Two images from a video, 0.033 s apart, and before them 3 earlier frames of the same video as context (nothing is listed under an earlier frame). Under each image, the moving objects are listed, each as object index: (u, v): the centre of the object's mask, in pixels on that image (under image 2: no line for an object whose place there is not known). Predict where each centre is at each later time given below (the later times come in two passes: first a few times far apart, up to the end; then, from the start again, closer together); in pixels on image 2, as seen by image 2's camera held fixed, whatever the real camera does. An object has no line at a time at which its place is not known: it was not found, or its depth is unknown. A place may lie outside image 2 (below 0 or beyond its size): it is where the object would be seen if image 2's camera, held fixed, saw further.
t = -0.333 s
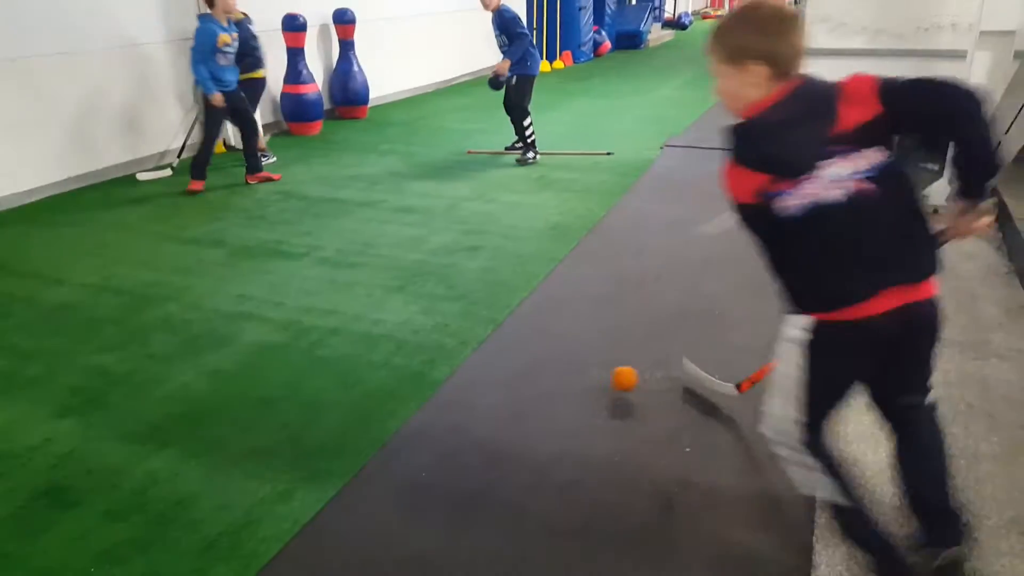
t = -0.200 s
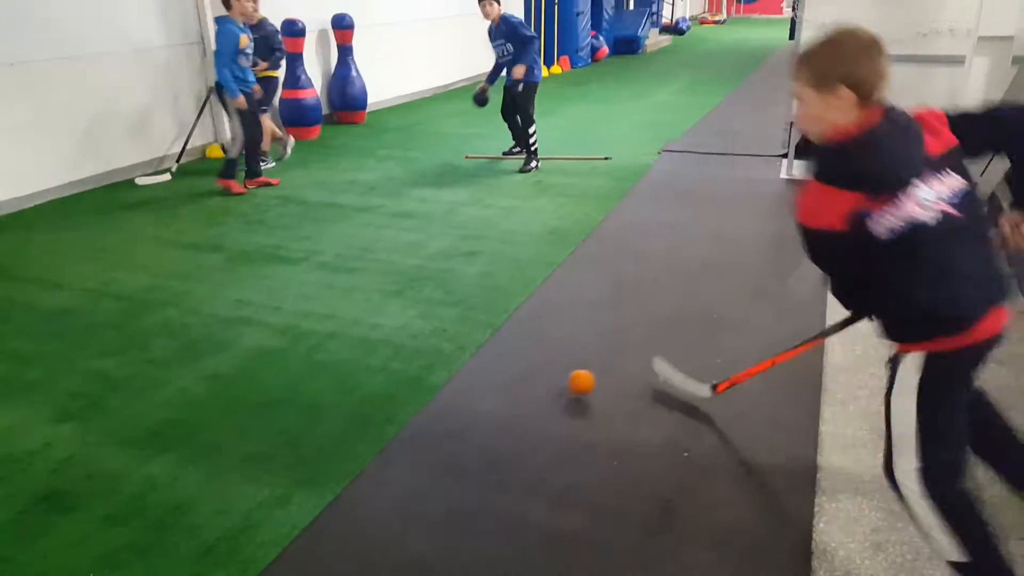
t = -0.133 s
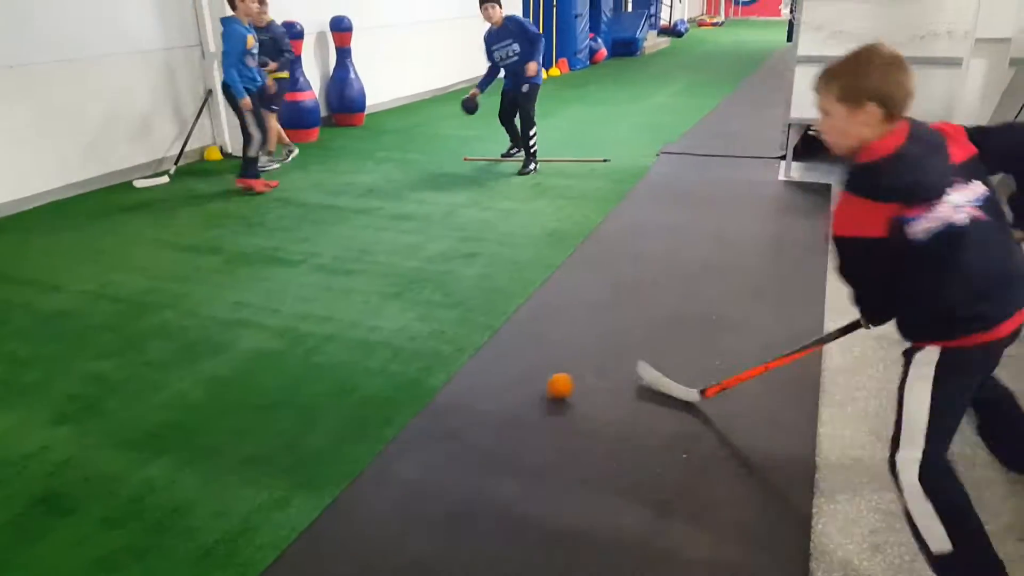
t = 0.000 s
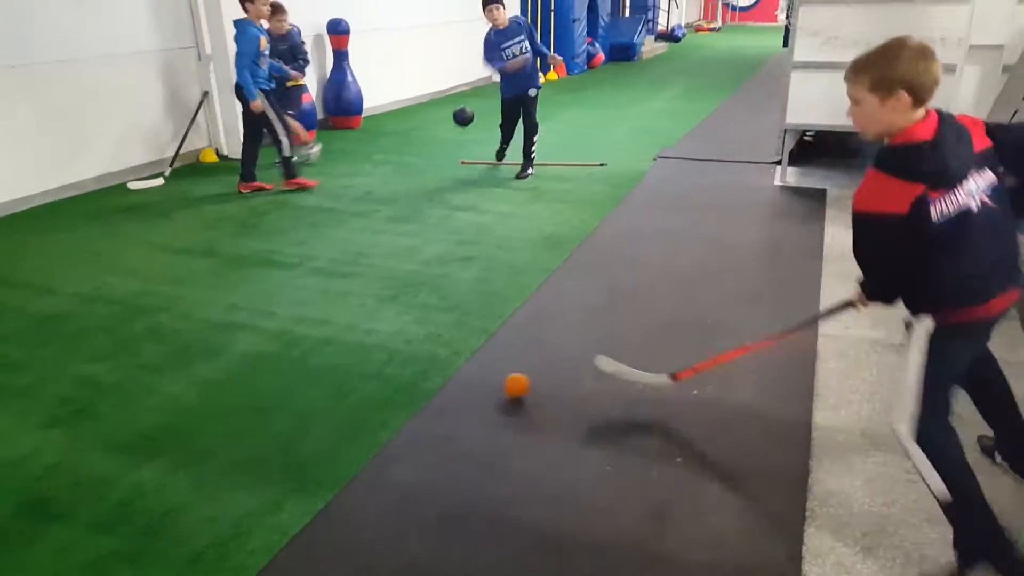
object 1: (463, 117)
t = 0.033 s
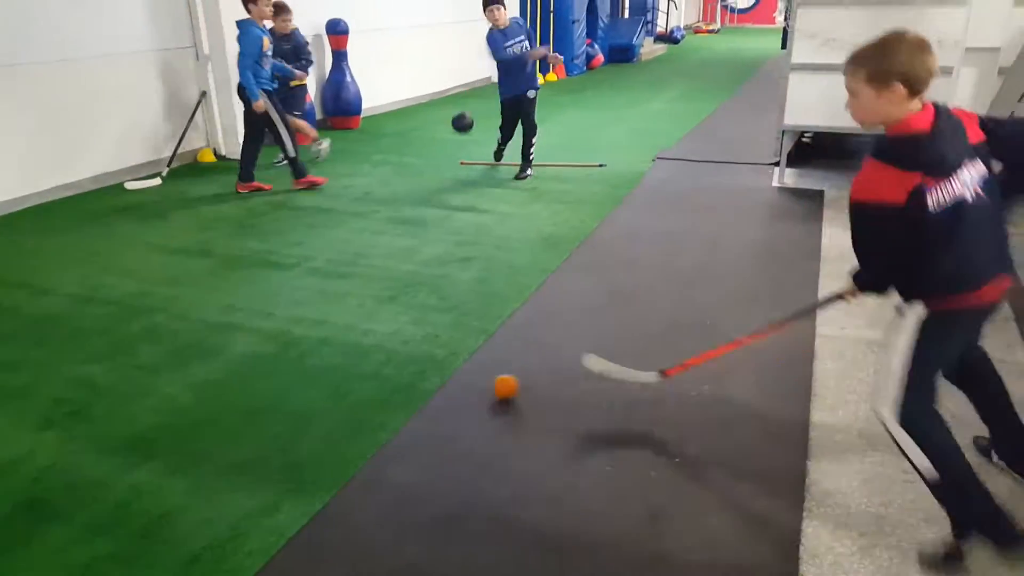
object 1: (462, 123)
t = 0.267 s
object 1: (466, 248)
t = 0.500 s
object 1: (476, 297)
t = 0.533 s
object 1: (477, 307)
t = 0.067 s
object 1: (463, 131)
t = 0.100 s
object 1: (463, 141)
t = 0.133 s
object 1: (464, 156)
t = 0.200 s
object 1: (464, 194)
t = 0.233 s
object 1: (465, 218)
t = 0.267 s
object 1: (466, 248)
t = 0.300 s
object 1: (468, 279)
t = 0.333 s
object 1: (469, 279)
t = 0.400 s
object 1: (471, 279)
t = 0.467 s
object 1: (475, 289)
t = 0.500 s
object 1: (476, 297)
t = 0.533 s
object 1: (477, 307)
